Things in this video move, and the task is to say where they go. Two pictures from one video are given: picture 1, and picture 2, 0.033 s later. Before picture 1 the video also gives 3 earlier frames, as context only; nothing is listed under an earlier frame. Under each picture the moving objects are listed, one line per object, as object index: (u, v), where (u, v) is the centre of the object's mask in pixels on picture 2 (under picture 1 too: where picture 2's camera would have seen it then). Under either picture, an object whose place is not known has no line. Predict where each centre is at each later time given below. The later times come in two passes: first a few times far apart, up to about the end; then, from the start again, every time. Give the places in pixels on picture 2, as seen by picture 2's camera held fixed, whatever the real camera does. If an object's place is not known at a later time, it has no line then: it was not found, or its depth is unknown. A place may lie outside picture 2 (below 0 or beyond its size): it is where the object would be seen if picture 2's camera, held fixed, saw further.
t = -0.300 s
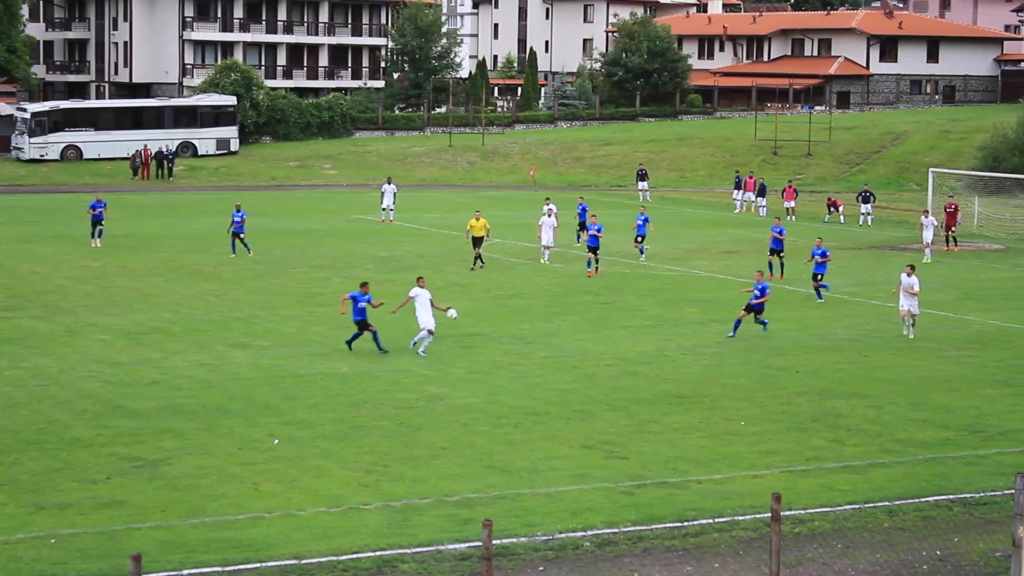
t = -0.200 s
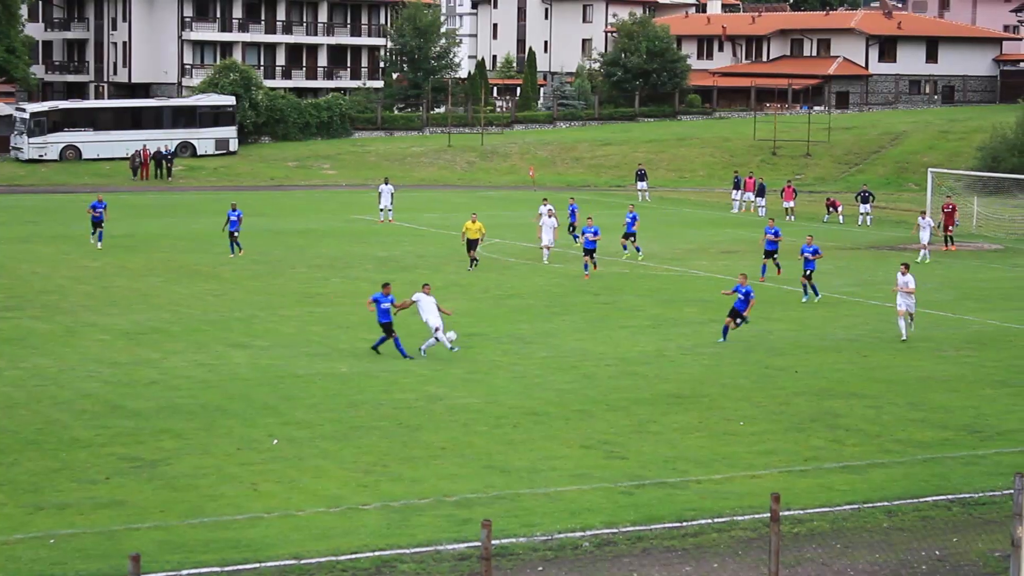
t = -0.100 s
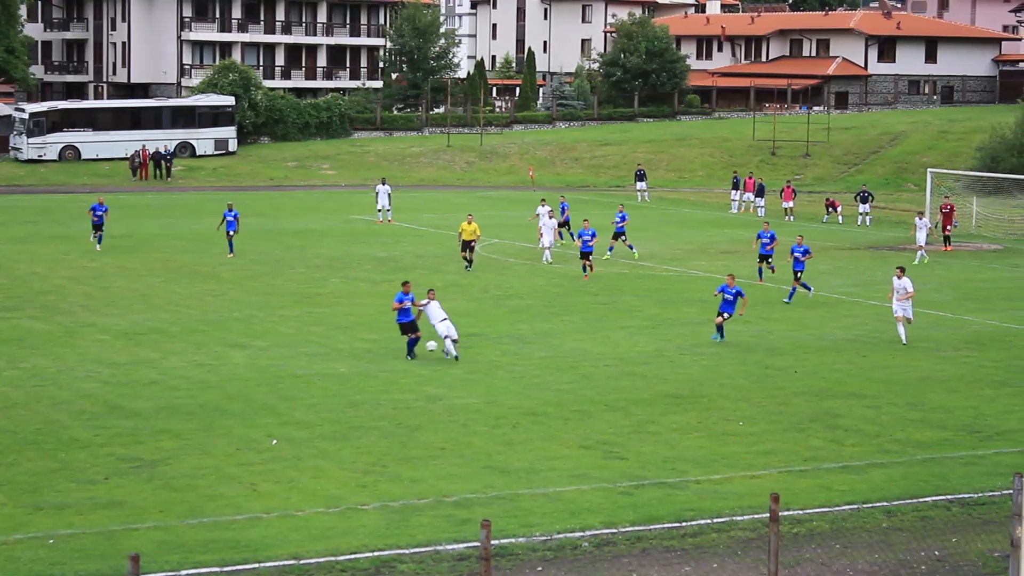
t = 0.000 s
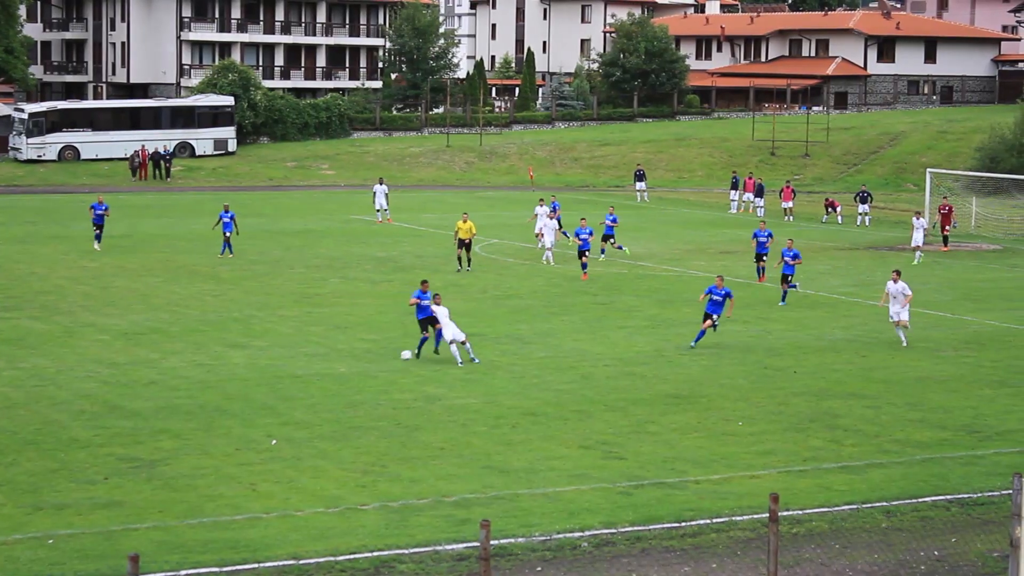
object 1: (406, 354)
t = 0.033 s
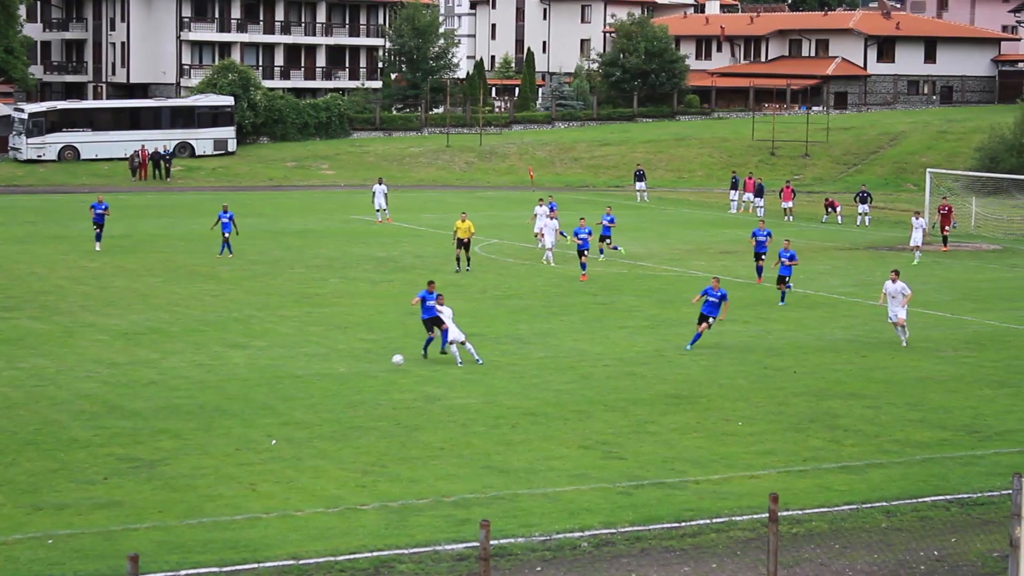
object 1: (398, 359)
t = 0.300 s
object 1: (342, 363)
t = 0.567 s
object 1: (290, 376)
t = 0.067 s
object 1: (389, 364)
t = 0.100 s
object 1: (381, 366)
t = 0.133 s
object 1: (375, 364)
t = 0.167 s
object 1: (369, 363)
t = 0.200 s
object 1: (362, 362)
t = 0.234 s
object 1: (356, 362)
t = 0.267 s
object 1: (349, 362)
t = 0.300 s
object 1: (342, 363)
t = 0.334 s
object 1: (336, 365)
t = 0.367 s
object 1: (328, 366)
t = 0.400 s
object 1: (322, 369)
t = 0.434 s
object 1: (315, 373)
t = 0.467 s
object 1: (309, 376)
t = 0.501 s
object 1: (303, 376)
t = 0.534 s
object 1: (297, 376)
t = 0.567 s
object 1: (290, 376)
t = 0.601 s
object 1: (283, 377)
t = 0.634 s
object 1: (277, 379)
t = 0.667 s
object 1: (271, 381)
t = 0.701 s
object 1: (264, 383)
